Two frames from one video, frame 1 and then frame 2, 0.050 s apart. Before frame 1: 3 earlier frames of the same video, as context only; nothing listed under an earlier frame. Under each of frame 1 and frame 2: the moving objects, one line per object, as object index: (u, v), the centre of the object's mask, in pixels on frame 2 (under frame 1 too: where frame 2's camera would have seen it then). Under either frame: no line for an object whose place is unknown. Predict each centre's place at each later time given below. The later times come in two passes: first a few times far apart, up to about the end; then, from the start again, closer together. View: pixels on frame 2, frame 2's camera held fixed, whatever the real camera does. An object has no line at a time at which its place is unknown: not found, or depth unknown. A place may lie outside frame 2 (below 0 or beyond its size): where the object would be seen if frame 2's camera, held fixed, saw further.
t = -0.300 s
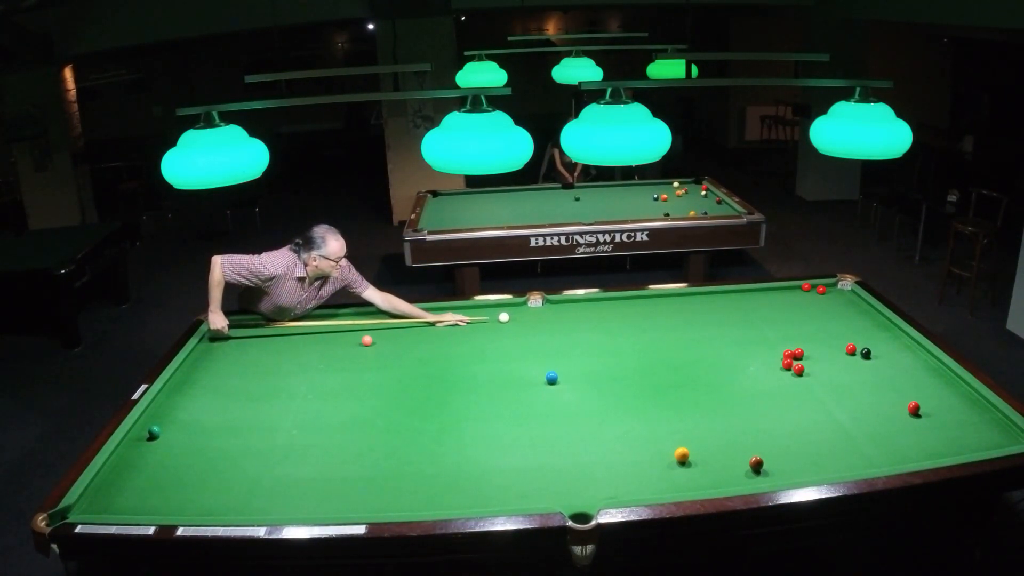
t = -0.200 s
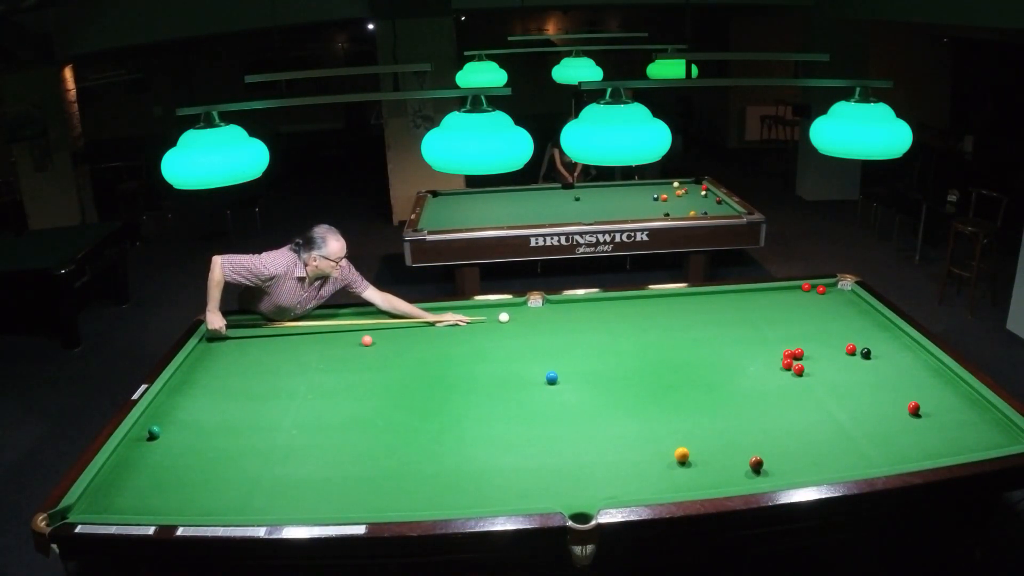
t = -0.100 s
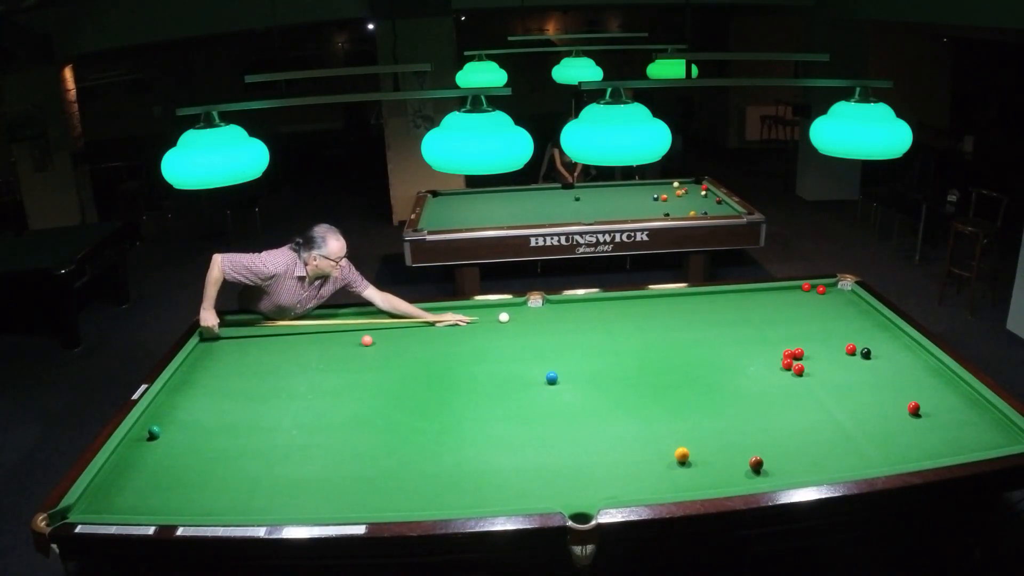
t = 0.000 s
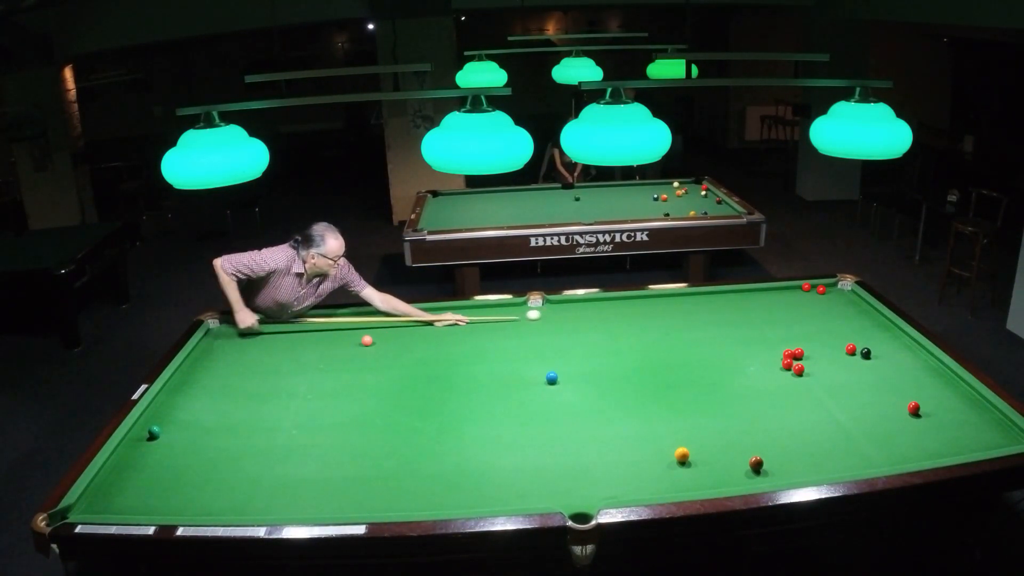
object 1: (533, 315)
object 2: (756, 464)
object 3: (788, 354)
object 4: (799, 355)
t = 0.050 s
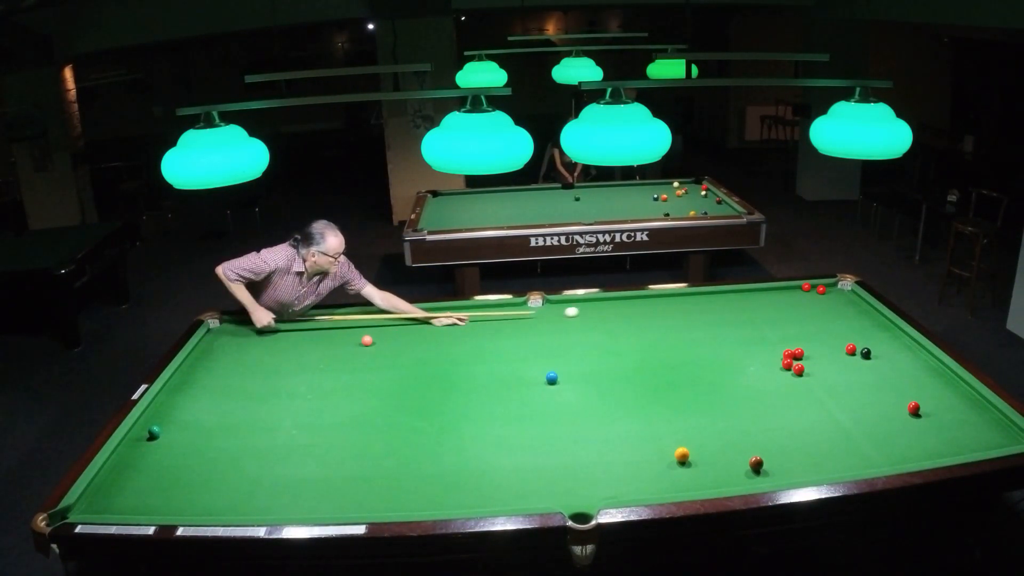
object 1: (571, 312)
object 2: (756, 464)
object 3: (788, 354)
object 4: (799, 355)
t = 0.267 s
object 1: (714, 301)
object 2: (756, 464)
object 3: (788, 354)
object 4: (799, 355)
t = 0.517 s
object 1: (827, 295)
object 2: (756, 464)
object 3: (788, 354)
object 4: (800, 355)
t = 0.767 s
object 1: (849, 312)
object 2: (756, 464)
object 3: (788, 354)
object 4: (799, 355)
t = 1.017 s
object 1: (820, 333)
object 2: (756, 464)
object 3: (788, 354)
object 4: (798, 355)
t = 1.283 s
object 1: (784, 347)
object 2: (756, 464)
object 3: (782, 356)
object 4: (806, 361)
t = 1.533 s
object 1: (748, 352)
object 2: (756, 464)
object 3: (769, 358)
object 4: (822, 378)
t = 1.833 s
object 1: (705, 356)
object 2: (756, 464)
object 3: (754, 360)
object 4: (842, 398)
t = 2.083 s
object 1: (670, 359)
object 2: (756, 464)
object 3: (743, 361)
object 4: (860, 416)
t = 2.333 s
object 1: (635, 362)
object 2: (756, 464)
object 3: (732, 363)
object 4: (878, 434)
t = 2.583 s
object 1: (601, 365)
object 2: (756, 464)
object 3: (723, 364)
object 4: (896, 453)
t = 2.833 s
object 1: (568, 368)
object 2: (756, 464)
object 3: (715, 365)
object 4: (902, 457)
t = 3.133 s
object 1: (530, 372)
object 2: (755, 464)
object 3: (707, 366)
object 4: (890, 441)
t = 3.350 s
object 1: (504, 374)
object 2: (736, 460)
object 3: (702, 366)
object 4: (882, 431)
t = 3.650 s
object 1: (469, 377)
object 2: (712, 454)
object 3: (697, 367)
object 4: (873, 419)
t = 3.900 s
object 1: (441, 380)
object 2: (695, 451)
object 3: (694, 367)
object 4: (866, 410)
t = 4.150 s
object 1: (415, 382)
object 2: (683, 444)
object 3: (692, 367)
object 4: (861, 402)
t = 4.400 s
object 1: (391, 384)
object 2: (673, 442)
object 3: (692, 367)
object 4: (856, 396)
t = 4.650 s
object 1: (368, 386)
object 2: (665, 438)
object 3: (692, 367)
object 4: (851, 390)
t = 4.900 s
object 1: (348, 387)
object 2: (658, 435)
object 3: (692, 367)
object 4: (848, 385)
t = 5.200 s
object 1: (325, 389)
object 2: (651, 432)
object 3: (692, 367)
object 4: (845, 380)
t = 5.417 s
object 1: (311, 390)
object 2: (647, 430)
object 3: (692, 367)
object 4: (843, 377)
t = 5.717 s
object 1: (293, 391)
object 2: (643, 428)
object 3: (692, 367)
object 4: (840, 373)
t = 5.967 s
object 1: (280, 392)
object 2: (642, 427)
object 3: (692, 367)
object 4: (839, 371)
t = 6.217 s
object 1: (268, 392)
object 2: (642, 427)
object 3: (692, 367)
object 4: (838, 370)
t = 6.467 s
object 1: (257, 393)
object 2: (642, 427)
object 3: (692, 367)
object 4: (838, 369)
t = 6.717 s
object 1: (249, 393)
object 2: (642, 427)
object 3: (692, 367)
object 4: (838, 368)
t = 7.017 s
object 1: (240, 393)
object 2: (642, 427)
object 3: (692, 367)
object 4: (838, 368)
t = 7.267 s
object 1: (234, 394)
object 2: (642, 427)
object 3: (692, 367)
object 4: (838, 369)
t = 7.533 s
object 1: (229, 394)
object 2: (642, 427)
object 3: (692, 367)
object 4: (838, 368)
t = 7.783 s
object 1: (227, 394)
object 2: (642, 427)
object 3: (692, 367)
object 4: (838, 369)
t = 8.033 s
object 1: (225, 394)
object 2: (642, 427)
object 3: (692, 367)
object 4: (838, 369)
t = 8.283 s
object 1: (225, 394)
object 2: (642, 427)
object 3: (692, 367)
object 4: (838, 369)
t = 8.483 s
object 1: (225, 394)
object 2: (642, 427)
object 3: (692, 367)
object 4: (838, 369)
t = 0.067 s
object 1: (583, 311)
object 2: (756, 464)
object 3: (788, 354)
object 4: (799, 355)
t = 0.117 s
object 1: (619, 308)
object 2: (756, 464)
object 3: (788, 354)
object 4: (799, 355)
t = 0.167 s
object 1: (653, 306)
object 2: (756, 464)
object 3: (788, 354)
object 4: (799, 355)
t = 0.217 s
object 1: (684, 303)
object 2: (756, 464)
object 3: (788, 354)
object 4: (799, 355)
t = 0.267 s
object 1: (714, 301)
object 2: (756, 464)
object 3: (788, 354)
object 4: (799, 355)
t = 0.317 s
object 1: (741, 298)
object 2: (756, 464)
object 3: (788, 354)
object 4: (799, 355)
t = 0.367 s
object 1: (766, 296)
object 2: (756, 464)
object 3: (788, 354)
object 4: (799, 355)
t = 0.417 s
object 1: (786, 295)
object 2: (756, 464)
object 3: (788, 354)
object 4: (799, 355)
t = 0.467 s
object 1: (810, 293)
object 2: (756, 464)
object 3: (788, 354)
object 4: (799, 355)
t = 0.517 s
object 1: (827, 295)
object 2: (756, 464)
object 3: (788, 354)
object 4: (800, 355)
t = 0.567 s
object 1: (842, 298)
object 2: (756, 464)
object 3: (788, 354)
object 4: (800, 355)
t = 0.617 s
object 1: (857, 301)
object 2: (756, 464)
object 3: (788, 354)
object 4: (800, 355)
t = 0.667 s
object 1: (861, 304)
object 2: (756, 464)
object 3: (788, 354)
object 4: (799, 355)
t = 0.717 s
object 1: (855, 308)
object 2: (756, 464)
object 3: (788, 354)
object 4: (799, 355)
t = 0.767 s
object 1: (849, 312)
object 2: (756, 464)
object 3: (788, 354)
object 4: (799, 355)
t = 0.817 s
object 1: (844, 316)
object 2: (756, 464)
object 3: (788, 354)
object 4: (799, 355)
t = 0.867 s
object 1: (838, 320)
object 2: (756, 464)
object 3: (788, 354)
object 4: (799, 355)
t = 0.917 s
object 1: (832, 324)
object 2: (756, 464)
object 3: (788, 354)
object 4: (799, 355)
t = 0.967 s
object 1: (827, 329)
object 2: (756, 464)
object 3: (788, 354)
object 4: (798, 355)
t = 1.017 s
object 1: (820, 333)
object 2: (756, 464)
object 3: (788, 354)
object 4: (798, 355)
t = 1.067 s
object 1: (814, 337)
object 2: (756, 464)
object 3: (788, 354)
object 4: (798, 354)
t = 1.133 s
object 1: (806, 343)
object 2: (756, 464)
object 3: (788, 354)
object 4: (798, 354)
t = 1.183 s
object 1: (799, 346)
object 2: (756, 464)
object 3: (788, 354)
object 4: (798, 355)
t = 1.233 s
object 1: (791, 348)
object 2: (756, 464)
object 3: (785, 355)
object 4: (802, 358)
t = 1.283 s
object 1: (784, 347)
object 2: (756, 464)
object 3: (782, 356)
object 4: (806, 361)
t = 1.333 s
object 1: (776, 348)
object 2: (756, 464)
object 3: (780, 356)
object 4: (809, 364)
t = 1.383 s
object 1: (769, 349)
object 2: (756, 464)
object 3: (777, 356)
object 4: (812, 368)
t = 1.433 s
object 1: (762, 351)
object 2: (756, 464)
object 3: (774, 357)
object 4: (815, 371)
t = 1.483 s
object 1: (755, 351)
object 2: (756, 464)
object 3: (772, 357)
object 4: (818, 375)
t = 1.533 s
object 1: (748, 352)
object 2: (756, 464)
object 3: (769, 358)
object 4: (822, 378)
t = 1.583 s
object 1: (741, 353)
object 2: (756, 464)
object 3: (767, 358)
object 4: (825, 381)
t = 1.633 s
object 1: (734, 353)
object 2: (756, 464)
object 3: (764, 358)
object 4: (828, 385)
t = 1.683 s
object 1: (727, 354)
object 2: (756, 464)
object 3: (761, 359)
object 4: (832, 388)
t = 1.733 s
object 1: (719, 355)
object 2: (756, 464)
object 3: (759, 359)
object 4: (835, 391)
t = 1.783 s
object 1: (712, 355)
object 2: (756, 464)
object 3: (757, 359)
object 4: (839, 394)
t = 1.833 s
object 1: (705, 356)
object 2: (756, 464)
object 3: (754, 360)
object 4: (842, 398)
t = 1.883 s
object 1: (698, 357)
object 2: (756, 464)
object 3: (752, 360)
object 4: (846, 401)
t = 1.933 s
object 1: (691, 357)
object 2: (756, 464)
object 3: (749, 360)
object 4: (849, 405)
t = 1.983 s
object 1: (684, 358)
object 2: (756, 464)
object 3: (747, 360)
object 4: (853, 408)
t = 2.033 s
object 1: (677, 358)
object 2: (756, 464)
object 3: (745, 361)
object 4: (856, 412)
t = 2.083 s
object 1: (670, 359)
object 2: (756, 464)
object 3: (743, 361)
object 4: (860, 416)
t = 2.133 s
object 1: (663, 360)
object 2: (756, 464)
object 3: (741, 361)
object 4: (863, 419)
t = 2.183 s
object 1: (656, 360)
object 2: (756, 464)
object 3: (738, 362)
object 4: (867, 423)
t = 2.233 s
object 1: (649, 361)
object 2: (756, 464)
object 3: (736, 362)
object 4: (870, 427)
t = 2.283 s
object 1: (642, 362)
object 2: (756, 464)
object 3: (734, 362)
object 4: (874, 430)
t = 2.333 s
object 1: (635, 362)
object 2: (756, 464)
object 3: (732, 363)
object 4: (878, 434)
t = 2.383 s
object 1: (628, 363)
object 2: (756, 464)
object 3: (730, 363)
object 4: (881, 438)
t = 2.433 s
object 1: (622, 364)
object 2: (756, 464)
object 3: (729, 363)
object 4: (885, 441)
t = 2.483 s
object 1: (615, 364)
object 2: (756, 464)
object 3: (727, 363)
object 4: (889, 445)
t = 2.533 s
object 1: (608, 365)
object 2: (756, 464)
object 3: (725, 364)
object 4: (893, 449)
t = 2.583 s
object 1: (601, 365)
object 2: (756, 464)
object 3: (723, 364)
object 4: (896, 453)
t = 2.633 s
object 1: (594, 366)
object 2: (756, 464)
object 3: (721, 364)
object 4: (900, 456)
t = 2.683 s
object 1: (588, 366)
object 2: (756, 464)
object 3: (720, 364)
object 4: (904, 459)
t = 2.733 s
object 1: (581, 367)
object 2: (756, 464)
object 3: (718, 364)
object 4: (906, 460)
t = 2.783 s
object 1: (575, 368)
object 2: (756, 464)
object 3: (716, 365)
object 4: (904, 458)
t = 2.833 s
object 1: (568, 368)
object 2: (756, 464)
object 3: (715, 365)
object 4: (902, 457)
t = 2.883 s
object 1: (562, 369)
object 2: (756, 464)
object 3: (714, 365)
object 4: (900, 455)
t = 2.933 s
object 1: (556, 368)
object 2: (756, 464)
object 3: (712, 365)
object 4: (897, 451)
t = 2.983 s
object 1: (548, 368)
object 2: (756, 464)
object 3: (711, 365)
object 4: (895, 448)
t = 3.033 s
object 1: (542, 370)
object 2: (756, 464)
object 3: (709, 366)
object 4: (893, 446)
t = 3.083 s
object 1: (536, 371)
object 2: (756, 464)
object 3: (708, 366)
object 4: (892, 443)
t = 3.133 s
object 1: (530, 372)
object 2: (755, 464)
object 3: (707, 366)
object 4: (890, 441)
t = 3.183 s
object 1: (524, 372)
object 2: (749, 463)
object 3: (706, 366)
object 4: (888, 438)
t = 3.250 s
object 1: (516, 373)
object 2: (744, 462)
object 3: (704, 366)
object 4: (885, 436)
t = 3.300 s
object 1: (510, 374)
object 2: (740, 461)
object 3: (703, 366)
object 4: (884, 433)
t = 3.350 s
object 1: (504, 374)
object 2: (736, 460)
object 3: (702, 366)
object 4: (882, 431)
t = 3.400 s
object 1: (498, 375)
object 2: (731, 459)
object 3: (701, 367)
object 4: (880, 429)
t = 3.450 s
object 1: (492, 375)
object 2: (727, 458)
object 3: (700, 367)
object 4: (879, 427)
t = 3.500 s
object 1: (486, 376)
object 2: (724, 457)
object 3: (699, 367)
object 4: (877, 425)
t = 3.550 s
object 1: (480, 376)
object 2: (720, 456)
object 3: (698, 367)
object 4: (876, 423)
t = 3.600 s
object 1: (474, 377)
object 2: (716, 455)
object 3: (698, 367)
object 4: (874, 421)
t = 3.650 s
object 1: (469, 377)
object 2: (712, 454)
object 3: (697, 367)
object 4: (873, 419)
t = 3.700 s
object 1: (463, 378)
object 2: (709, 454)
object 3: (696, 367)
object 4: (871, 417)
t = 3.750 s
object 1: (457, 378)
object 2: (705, 453)
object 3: (695, 367)
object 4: (870, 415)
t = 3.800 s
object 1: (452, 379)
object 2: (702, 452)
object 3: (695, 367)
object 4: (869, 413)
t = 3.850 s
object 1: (446, 379)
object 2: (698, 452)
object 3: (694, 367)
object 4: (868, 412)
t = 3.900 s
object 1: (441, 380)
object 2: (695, 451)
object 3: (694, 367)
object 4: (866, 410)
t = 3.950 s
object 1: (436, 380)
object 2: (693, 450)
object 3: (694, 367)
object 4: (865, 408)
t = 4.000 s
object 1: (431, 381)
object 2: (691, 448)
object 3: (693, 367)
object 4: (864, 407)
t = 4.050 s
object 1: (425, 381)
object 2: (688, 446)
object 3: (693, 367)
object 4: (863, 405)
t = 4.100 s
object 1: (420, 382)
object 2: (686, 445)
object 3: (692, 367)
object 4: (862, 404)
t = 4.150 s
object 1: (415, 382)
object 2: (683, 444)
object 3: (692, 367)
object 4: (861, 402)
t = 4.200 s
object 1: (410, 383)
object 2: (681, 444)
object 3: (692, 367)
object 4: (860, 401)
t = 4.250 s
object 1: (405, 383)
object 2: (679, 443)
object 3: (692, 367)
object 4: (859, 400)
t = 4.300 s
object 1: (400, 383)
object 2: (677, 442)
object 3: (692, 367)
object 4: (858, 398)
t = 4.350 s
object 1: (396, 384)
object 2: (675, 442)
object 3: (692, 367)
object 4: (857, 397)
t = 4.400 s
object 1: (391, 384)
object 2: (673, 442)
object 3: (692, 367)
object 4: (856, 396)
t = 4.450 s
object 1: (386, 384)
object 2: (671, 441)
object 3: (692, 367)
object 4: (855, 394)
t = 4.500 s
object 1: (382, 385)
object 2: (670, 440)
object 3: (692, 367)
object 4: (854, 393)
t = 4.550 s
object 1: (377, 385)
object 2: (668, 439)
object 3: (692, 367)
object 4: (853, 392)
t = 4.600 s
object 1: (373, 385)
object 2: (666, 439)
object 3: (692, 367)
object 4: (852, 391)
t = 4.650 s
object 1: (368, 386)
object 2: (665, 438)
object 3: (692, 367)
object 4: (851, 390)
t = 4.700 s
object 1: (364, 386)
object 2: (663, 437)
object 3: (692, 367)
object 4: (851, 389)
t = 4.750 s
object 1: (360, 386)
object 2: (662, 437)
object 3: (692, 367)
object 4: (850, 388)
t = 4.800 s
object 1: (356, 387)
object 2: (660, 436)
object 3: (692, 367)
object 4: (849, 387)
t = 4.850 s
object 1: (352, 387)
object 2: (659, 435)
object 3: (692, 367)
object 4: (849, 386)
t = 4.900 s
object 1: (348, 387)
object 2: (658, 435)
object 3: (692, 367)
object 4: (848, 385)
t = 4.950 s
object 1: (344, 388)
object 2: (656, 434)
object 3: (692, 367)
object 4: (847, 384)
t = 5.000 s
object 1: (340, 388)
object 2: (655, 434)
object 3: (692, 367)
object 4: (847, 383)
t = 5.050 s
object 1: (336, 388)
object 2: (654, 433)
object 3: (692, 367)
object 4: (846, 382)
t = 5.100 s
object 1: (332, 389)
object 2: (653, 433)
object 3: (692, 367)
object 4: (846, 381)
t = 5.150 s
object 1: (329, 389)
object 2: (652, 432)
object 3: (692, 367)
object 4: (845, 380)
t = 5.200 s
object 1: (325, 389)
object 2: (651, 432)
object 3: (692, 367)
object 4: (845, 380)
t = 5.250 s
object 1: (322, 389)
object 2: (650, 431)
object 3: (692, 367)
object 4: (844, 379)
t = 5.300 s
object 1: (318, 389)
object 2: (649, 431)
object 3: (692, 367)
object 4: (844, 378)
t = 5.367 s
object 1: (314, 390)
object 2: (648, 430)
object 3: (692, 367)
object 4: (843, 377)
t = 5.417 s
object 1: (311, 390)
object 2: (647, 430)
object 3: (692, 367)
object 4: (843, 377)
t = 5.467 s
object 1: (307, 390)
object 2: (646, 430)
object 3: (692, 367)
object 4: (842, 376)
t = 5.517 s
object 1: (304, 390)
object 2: (646, 429)
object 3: (692, 367)
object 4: (842, 375)
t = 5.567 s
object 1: (301, 391)
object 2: (645, 429)
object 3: (692, 367)
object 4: (841, 375)
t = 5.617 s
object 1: (298, 391)
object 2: (644, 429)
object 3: (692, 367)
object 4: (841, 374)
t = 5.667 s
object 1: (296, 391)
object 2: (644, 428)
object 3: (692, 367)
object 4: (841, 374)
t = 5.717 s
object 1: (293, 391)
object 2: (643, 428)
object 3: (692, 367)
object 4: (840, 373)
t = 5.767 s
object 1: (290, 391)
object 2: (643, 428)
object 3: (692, 367)
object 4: (840, 373)
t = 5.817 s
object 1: (287, 392)
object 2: (643, 428)
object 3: (692, 367)
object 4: (840, 372)
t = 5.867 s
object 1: (284, 392)
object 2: (642, 428)
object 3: (692, 367)
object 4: (839, 372)
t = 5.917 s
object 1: (282, 392)
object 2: (642, 428)
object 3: (692, 367)
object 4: (839, 372)
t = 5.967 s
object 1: (280, 392)
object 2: (642, 427)
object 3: (692, 367)
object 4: (839, 371)
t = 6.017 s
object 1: (277, 392)
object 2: (642, 427)
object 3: (692, 367)
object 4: (839, 371)
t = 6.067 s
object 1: (274, 392)
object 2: (642, 427)
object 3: (692, 367)
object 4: (839, 371)
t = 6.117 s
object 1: (272, 392)
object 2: (642, 427)
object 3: (692, 367)
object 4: (839, 370)
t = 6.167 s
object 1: (270, 392)
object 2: (642, 427)
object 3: (692, 367)
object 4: (838, 370)
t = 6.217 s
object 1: (268, 392)
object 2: (642, 427)
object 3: (692, 367)
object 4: (838, 370)
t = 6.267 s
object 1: (265, 393)
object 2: (641, 427)
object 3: (692, 367)
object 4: (838, 369)
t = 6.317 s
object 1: (263, 393)
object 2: (642, 427)
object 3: (692, 367)
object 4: (838, 369)
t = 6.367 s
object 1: (261, 393)
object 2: (642, 427)
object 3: (692, 367)
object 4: (838, 369)
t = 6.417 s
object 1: (259, 393)
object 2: (642, 427)
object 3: (692, 367)
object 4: (838, 369)
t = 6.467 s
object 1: (257, 393)
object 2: (642, 427)
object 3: (692, 367)
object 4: (838, 369)
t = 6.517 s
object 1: (255, 393)
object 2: (642, 427)
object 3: (692, 367)
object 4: (838, 369)
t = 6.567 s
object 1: (253, 393)
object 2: (642, 427)
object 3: (692, 367)
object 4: (838, 369)
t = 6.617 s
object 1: (252, 393)
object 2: (642, 427)
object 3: (692, 367)
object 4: (838, 369)
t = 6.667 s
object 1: (250, 393)
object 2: (642, 427)
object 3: (692, 367)
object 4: (838, 368)
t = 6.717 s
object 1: (249, 393)
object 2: (642, 427)
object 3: (692, 367)
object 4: (838, 368)
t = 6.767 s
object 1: (247, 393)
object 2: (642, 427)
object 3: (692, 367)
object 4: (838, 368)
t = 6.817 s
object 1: (245, 393)
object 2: (642, 427)
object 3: (692, 367)
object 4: (838, 368)
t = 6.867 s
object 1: (244, 393)
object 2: (642, 427)
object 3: (692, 367)
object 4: (838, 368)
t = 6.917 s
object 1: (242, 393)
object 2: (642, 427)
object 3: (692, 367)
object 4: (838, 368)
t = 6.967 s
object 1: (241, 393)
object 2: (642, 427)
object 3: (692, 367)
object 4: (838, 368)
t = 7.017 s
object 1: (240, 393)
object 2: (642, 427)
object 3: (692, 367)
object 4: (838, 368)
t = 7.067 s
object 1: (238, 393)
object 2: (642, 427)
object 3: (692, 367)
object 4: (838, 368)
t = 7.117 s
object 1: (237, 393)
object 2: (642, 427)
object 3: (692, 367)
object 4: (838, 369)
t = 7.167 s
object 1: (236, 393)
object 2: (642, 427)
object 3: (692, 367)
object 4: (838, 369)
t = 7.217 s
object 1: (235, 393)
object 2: (642, 427)
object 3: (692, 367)
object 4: (838, 369)
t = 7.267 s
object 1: (234, 394)
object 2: (642, 427)
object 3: (692, 367)
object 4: (838, 369)
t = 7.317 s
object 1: (233, 394)
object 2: (642, 427)
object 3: (692, 367)
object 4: (838, 369)
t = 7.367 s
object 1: (232, 394)
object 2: (642, 427)
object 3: (692, 367)
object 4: (838, 369)
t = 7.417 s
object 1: (231, 394)
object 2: (642, 427)
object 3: (692, 367)
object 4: (838, 369)
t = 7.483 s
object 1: (230, 394)
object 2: (642, 427)
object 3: (692, 367)
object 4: (838, 368)
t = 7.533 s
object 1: (229, 394)
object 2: (642, 427)
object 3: (692, 367)
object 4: (838, 368)
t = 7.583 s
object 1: (229, 394)
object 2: (642, 427)
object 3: (692, 367)
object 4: (838, 369)
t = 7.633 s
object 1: (228, 394)
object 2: (642, 427)
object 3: (692, 367)
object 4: (838, 369)
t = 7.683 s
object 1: (228, 394)
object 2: (642, 427)
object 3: (692, 367)
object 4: (838, 369)
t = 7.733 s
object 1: (227, 394)
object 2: (642, 427)
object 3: (692, 367)
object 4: (838, 369)
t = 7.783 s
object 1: (227, 394)
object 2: (642, 427)
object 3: (692, 367)
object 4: (838, 369)
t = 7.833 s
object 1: (226, 394)
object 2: (642, 427)
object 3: (692, 367)
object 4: (838, 368)
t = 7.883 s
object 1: (226, 394)
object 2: (642, 427)
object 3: (692, 367)
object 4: (838, 369)
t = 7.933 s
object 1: (226, 394)
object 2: (642, 427)
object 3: (692, 367)
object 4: (838, 369)
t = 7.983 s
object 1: (226, 394)
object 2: (642, 427)
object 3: (692, 367)
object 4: (838, 368)
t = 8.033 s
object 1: (225, 394)
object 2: (642, 427)
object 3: (692, 367)
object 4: (838, 369)
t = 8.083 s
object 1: (225, 394)
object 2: (642, 427)
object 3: (692, 367)
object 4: (838, 368)
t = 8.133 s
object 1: (225, 394)
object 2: (642, 427)
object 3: (692, 367)
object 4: (838, 369)
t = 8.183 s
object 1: (225, 394)
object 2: (642, 427)
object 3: (692, 367)
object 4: (838, 369)
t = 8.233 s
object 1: (225, 394)
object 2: (642, 427)
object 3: (692, 367)
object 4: (838, 369)
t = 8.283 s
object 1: (225, 394)
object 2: (642, 427)
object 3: (692, 367)
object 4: (838, 369)
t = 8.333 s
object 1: (225, 394)
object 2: (642, 427)
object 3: (692, 367)
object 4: (838, 369)
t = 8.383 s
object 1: (224, 394)
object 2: (642, 427)
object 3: (692, 367)
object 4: (838, 368)
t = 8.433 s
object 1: (225, 394)
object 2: (642, 427)
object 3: (692, 367)
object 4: (838, 369)
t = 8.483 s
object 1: (225, 394)
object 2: (642, 427)
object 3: (692, 367)
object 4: (838, 369)
